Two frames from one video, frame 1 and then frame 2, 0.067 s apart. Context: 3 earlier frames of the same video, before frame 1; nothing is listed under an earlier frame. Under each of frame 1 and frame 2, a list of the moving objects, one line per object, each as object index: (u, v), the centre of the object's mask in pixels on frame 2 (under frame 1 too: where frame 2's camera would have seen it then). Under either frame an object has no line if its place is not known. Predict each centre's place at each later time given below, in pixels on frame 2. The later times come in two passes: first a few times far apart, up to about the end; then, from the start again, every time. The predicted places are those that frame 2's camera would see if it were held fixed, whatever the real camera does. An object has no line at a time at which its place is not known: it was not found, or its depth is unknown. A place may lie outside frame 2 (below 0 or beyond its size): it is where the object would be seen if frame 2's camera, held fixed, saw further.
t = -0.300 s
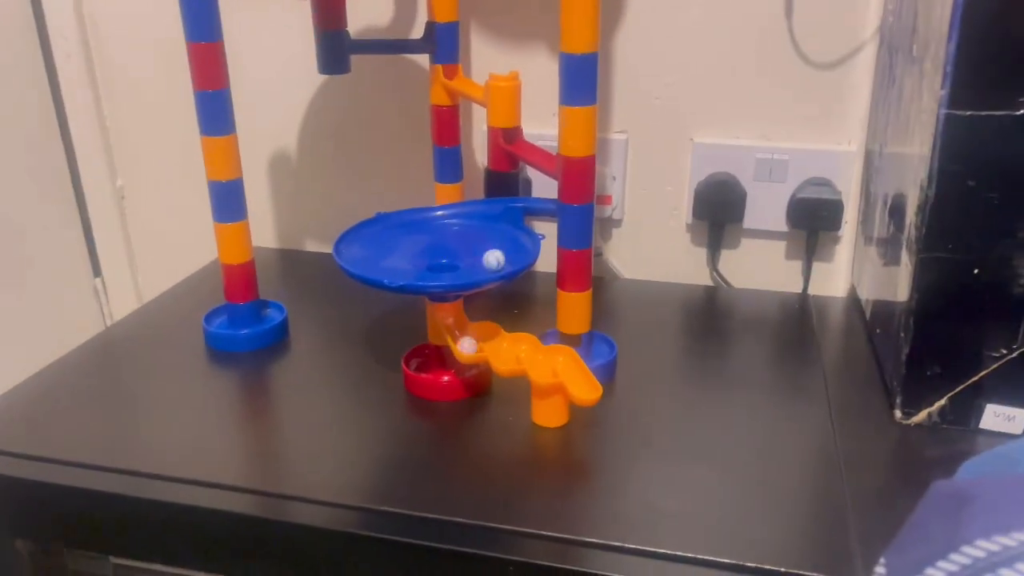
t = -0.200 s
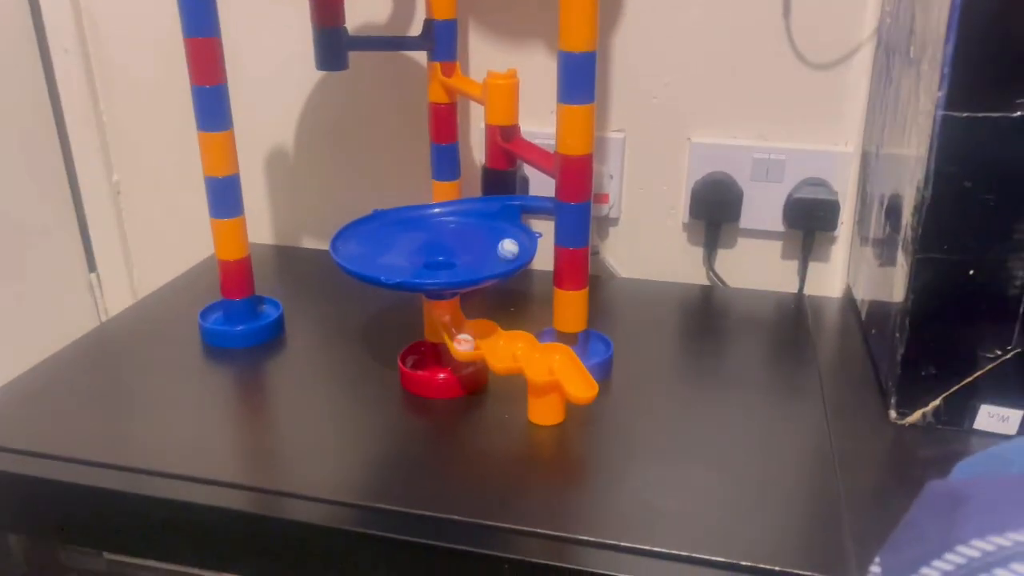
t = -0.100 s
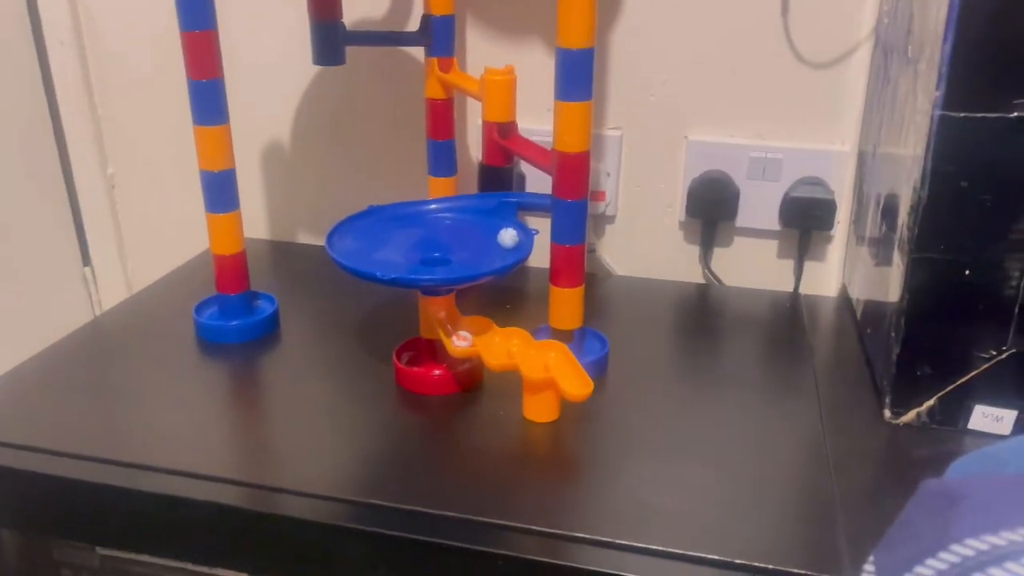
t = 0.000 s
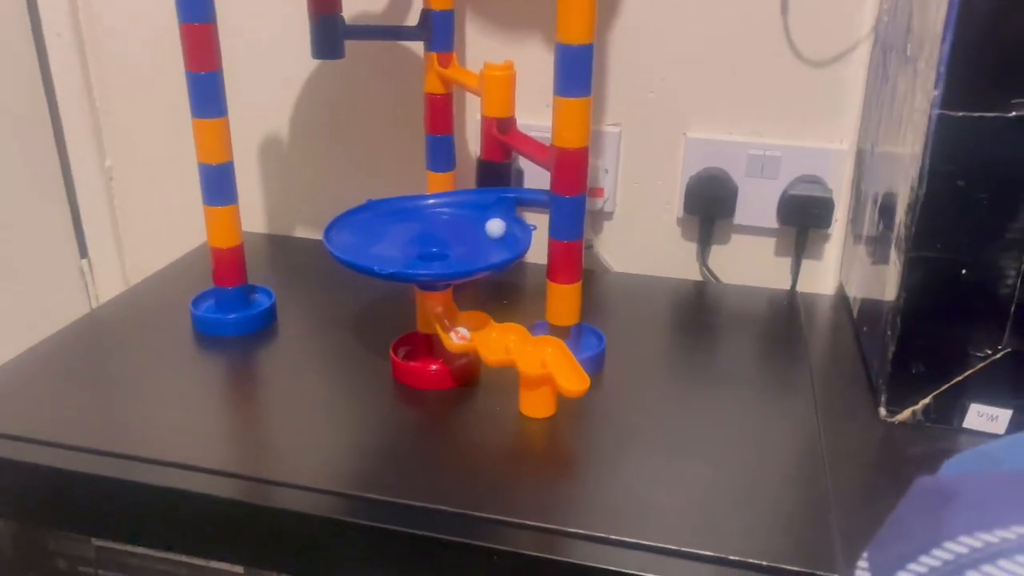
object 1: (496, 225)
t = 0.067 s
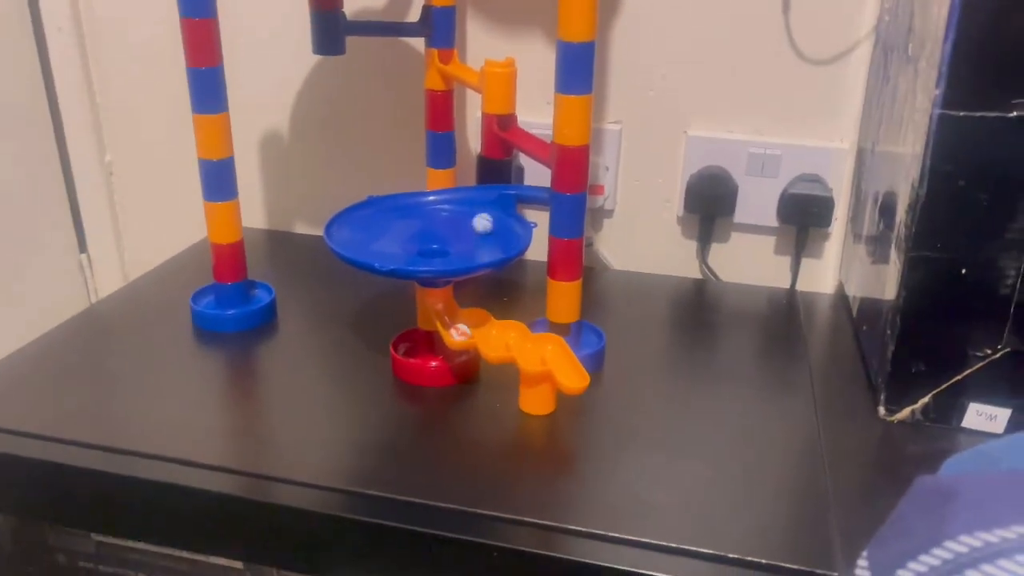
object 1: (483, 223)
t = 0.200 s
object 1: (445, 223)
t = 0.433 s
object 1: (386, 237)
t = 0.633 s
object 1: (406, 251)
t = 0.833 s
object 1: (464, 248)
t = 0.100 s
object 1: (475, 223)
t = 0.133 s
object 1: (466, 223)
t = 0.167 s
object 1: (455, 223)
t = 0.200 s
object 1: (445, 223)
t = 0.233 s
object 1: (433, 225)
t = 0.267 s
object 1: (422, 227)
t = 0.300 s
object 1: (412, 228)
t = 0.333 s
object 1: (403, 230)
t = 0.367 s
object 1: (396, 232)
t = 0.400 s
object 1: (390, 234)
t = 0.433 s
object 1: (386, 237)
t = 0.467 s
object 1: (384, 240)
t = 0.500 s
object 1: (385, 243)
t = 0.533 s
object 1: (387, 245)
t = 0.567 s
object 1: (392, 248)
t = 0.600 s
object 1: (398, 250)
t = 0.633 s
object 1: (406, 251)
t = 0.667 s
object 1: (415, 253)
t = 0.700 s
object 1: (426, 253)
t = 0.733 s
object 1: (436, 253)
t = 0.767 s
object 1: (446, 253)
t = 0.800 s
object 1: (456, 250)
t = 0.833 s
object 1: (464, 248)
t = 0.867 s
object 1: (472, 245)
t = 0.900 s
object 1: (481, 241)
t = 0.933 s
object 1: (483, 239)
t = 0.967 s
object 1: (486, 236)
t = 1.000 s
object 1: (487, 233)
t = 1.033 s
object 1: (487, 229)
